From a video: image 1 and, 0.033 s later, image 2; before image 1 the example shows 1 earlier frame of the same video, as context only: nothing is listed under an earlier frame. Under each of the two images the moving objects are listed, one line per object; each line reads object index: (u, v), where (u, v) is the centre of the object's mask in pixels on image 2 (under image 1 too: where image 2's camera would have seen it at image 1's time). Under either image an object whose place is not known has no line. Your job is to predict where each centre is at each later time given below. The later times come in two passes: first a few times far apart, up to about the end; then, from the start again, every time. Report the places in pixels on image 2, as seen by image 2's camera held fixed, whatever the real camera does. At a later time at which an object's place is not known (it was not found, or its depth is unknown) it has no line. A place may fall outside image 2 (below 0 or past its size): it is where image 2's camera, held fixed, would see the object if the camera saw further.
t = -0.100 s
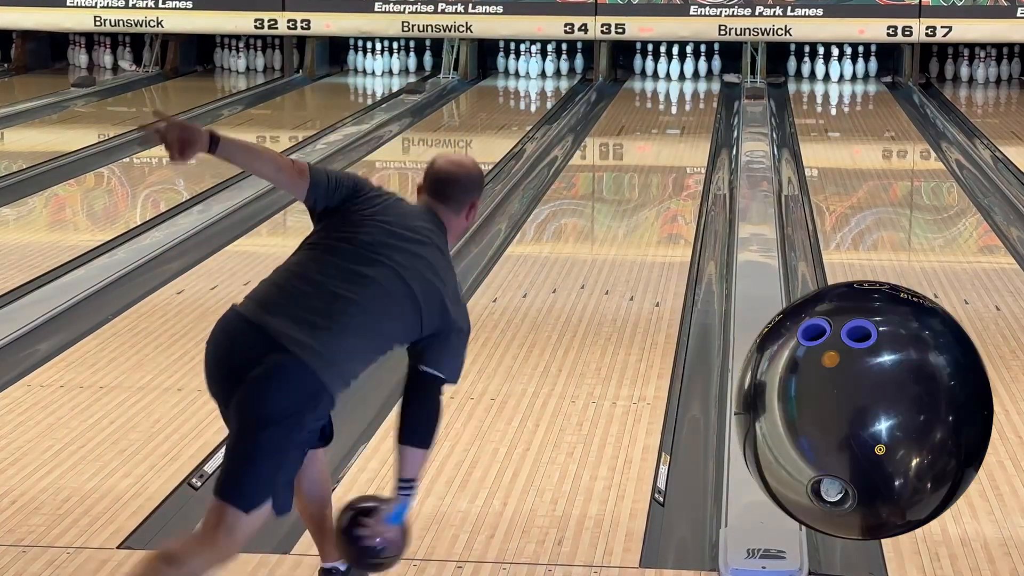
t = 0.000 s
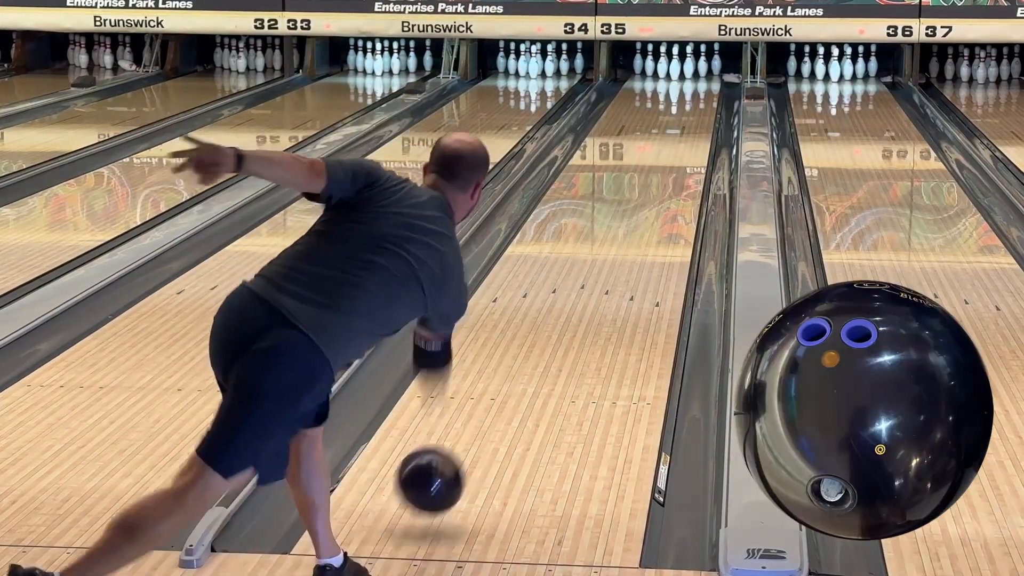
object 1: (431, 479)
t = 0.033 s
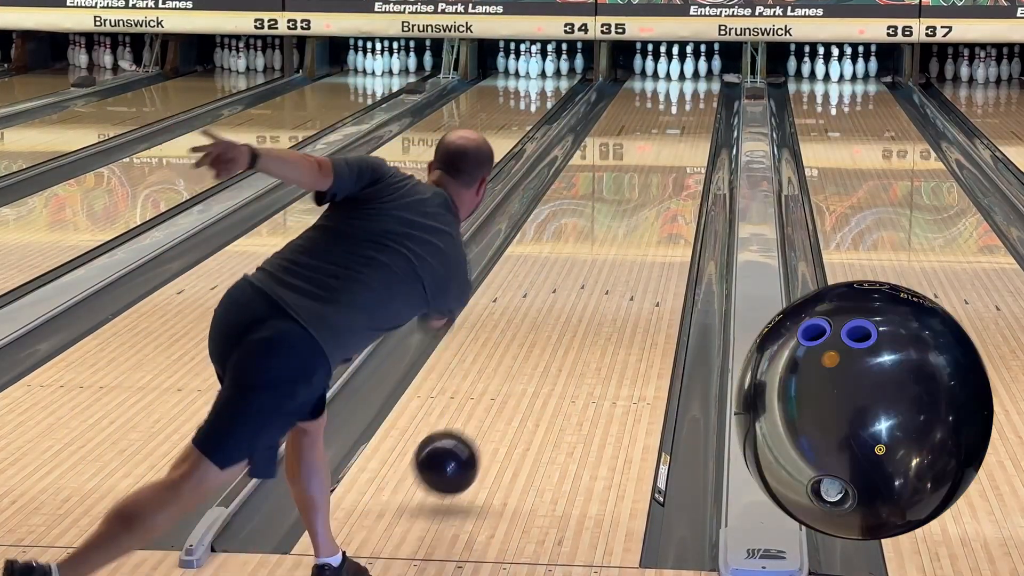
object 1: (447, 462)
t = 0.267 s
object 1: (534, 360)
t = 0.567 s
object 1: (602, 265)
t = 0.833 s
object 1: (640, 210)
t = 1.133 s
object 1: (670, 165)
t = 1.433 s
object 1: (689, 132)
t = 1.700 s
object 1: (698, 110)
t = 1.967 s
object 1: (697, 92)
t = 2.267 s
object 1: (687, 77)
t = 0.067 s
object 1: (462, 449)
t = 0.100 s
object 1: (476, 439)
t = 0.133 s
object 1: (490, 420)
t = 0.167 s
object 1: (501, 404)
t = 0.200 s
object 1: (513, 388)
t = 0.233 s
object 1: (523, 374)
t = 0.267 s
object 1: (534, 360)
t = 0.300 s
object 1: (543, 347)
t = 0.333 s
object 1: (551, 334)
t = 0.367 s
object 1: (560, 322)
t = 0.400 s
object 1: (568, 312)
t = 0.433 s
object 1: (576, 301)
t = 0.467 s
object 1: (583, 291)
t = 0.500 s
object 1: (589, 282)
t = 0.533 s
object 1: (595, 273)
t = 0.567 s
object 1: (602, 265)
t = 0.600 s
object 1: (607, 257)
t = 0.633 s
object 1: (613, 249)
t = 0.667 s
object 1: (618, 242)
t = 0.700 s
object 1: (623, 235)
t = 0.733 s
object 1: (627, 229)
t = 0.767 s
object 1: (632, 222)
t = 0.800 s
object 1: (636, 216)
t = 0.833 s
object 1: (640, 210)
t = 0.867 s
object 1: (644, 204)
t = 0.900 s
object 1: (648, 198)
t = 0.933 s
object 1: (651, 193)
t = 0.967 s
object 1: (655, 187)
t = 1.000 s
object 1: (658, 183)
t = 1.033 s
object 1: (661, 178)
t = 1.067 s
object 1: (664, 174)
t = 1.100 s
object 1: (667, 169)
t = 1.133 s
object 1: (670, 165)
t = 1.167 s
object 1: (672, 161)
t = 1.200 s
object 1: (675, 157)
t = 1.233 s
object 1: (677, 153)
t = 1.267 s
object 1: (680, 149)
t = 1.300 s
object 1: (682, 146)
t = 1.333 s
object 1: (684, 142)
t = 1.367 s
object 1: (686, 139)
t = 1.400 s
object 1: (688, 135)
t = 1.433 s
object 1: (689, 132)
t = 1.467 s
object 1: (691, 129)
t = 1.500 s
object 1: (693, 126)
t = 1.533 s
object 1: (694, 123)
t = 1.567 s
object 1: (695, 120)
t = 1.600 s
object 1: (696, 117)
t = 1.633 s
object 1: (697, 115)
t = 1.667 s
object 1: (697, 112)
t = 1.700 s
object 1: (698, 110)
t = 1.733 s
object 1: (698, 107)
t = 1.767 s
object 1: (698, 105)
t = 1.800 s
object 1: (699, 103)
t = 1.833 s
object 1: (699, 100)
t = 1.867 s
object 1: (698, 98)
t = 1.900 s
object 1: (698, 96)
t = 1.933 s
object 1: (698, 94)
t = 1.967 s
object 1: (697, 92)
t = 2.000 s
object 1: (697, 90)
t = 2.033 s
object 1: (696, 88)
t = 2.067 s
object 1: (695, 87)
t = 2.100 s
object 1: (694, 85)
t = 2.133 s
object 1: (692, 83)
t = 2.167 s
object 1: (691, 81)
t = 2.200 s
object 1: (690, 80)
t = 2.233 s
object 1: (688, 79)
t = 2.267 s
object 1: (687, 77)
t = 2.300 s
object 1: (686, 75)
